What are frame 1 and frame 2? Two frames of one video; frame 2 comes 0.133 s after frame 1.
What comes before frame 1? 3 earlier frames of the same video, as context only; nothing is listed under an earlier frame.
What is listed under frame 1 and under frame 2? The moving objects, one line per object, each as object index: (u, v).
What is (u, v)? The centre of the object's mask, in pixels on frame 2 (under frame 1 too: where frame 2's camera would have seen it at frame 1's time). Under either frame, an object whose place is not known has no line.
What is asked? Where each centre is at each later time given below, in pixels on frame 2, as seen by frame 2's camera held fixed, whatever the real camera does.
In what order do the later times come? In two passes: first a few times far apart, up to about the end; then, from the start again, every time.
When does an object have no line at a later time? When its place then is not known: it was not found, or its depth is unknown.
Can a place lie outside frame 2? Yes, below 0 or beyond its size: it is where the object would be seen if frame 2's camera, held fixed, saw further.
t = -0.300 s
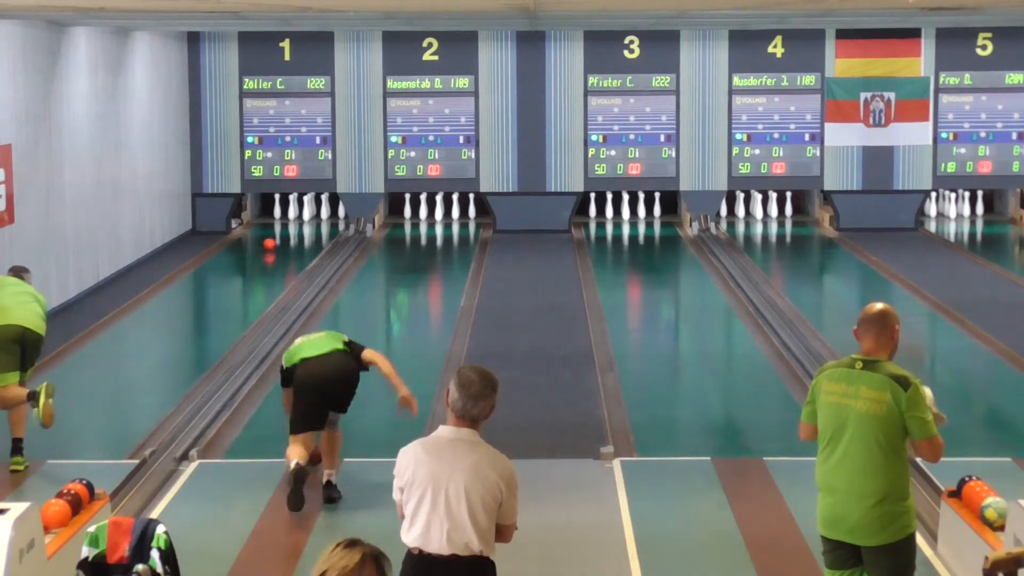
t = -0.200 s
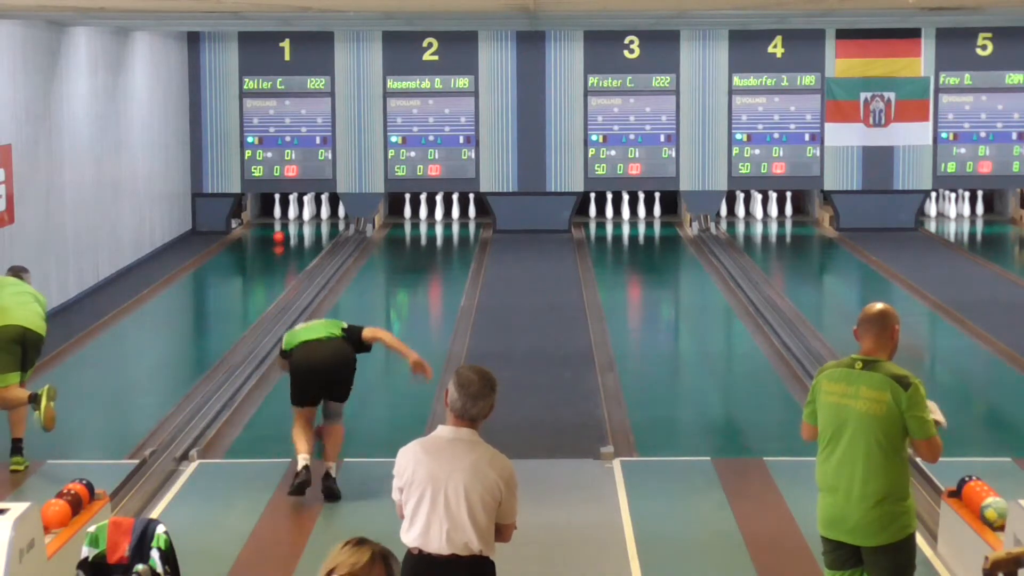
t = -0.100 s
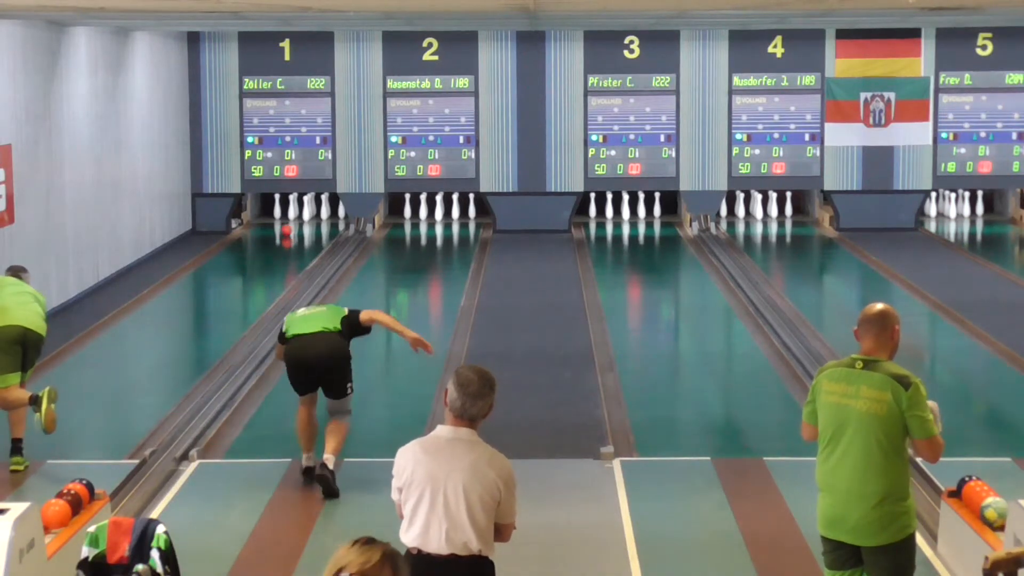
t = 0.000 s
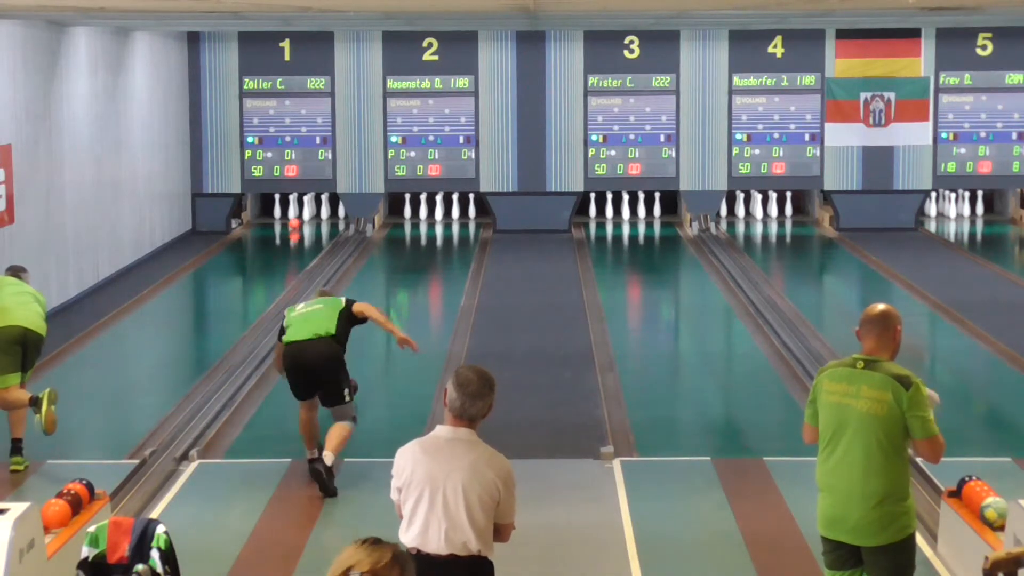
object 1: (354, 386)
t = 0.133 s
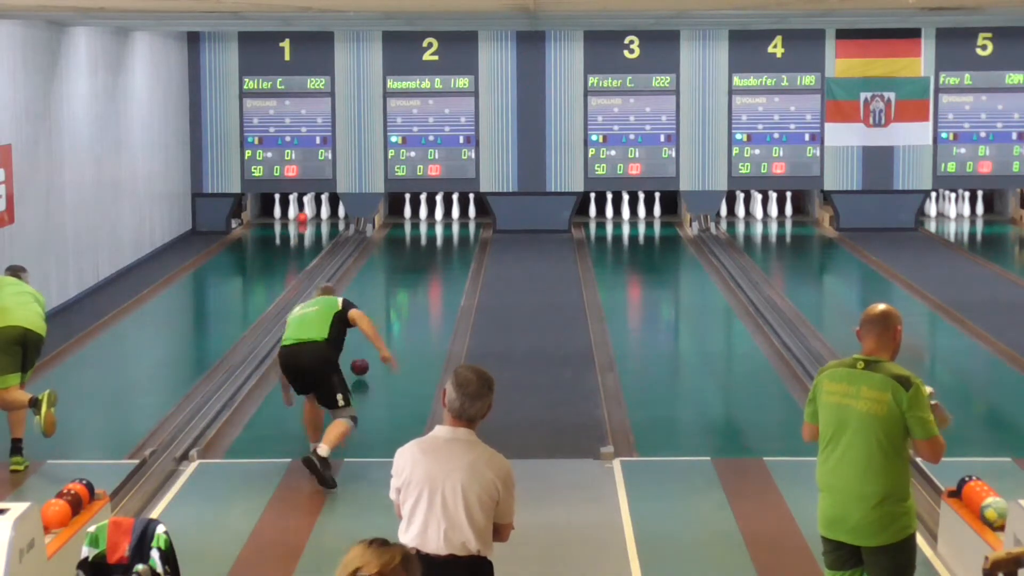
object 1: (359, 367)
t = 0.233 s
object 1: (374, 350)
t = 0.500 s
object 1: (387, 315)
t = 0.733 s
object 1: (400, 292)
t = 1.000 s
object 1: (412, 267)
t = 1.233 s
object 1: (421, 252)
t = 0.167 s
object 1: (363, 362)
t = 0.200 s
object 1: (361, 355)
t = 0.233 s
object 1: (374, 350)
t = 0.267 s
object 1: (373, 347)
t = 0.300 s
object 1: (374, 340)
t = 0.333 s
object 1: (375, 337)
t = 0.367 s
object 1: (378, 332)
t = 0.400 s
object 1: (381, 326)
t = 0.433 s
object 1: (382, 324)
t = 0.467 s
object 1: (385, 320)
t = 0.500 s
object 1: (387, 315)
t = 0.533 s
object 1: (389, 313)
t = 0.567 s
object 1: (391, 308)
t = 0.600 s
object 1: (393, 304)
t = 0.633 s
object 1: (394, 302)
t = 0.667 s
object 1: (397, 298)
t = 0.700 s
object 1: (399, 293)
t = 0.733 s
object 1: (400, 292)
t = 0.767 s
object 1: (402, 288)
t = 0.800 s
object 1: (404, 285)
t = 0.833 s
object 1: (405, 282)
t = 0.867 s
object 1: (407, 278)
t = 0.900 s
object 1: (408, 275)
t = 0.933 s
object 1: (409, 274)
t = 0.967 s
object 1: (411, 271)
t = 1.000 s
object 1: (412, 267)
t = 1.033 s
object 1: (413, 266)
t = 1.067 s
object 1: (415, 263)
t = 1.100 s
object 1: (416, 260)
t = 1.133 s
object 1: (418, 258)
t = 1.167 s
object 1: (419, 255)
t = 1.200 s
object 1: (420, 253)
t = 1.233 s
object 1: (421, 252)
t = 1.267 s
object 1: (422, 249)
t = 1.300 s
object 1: (423, 246)
